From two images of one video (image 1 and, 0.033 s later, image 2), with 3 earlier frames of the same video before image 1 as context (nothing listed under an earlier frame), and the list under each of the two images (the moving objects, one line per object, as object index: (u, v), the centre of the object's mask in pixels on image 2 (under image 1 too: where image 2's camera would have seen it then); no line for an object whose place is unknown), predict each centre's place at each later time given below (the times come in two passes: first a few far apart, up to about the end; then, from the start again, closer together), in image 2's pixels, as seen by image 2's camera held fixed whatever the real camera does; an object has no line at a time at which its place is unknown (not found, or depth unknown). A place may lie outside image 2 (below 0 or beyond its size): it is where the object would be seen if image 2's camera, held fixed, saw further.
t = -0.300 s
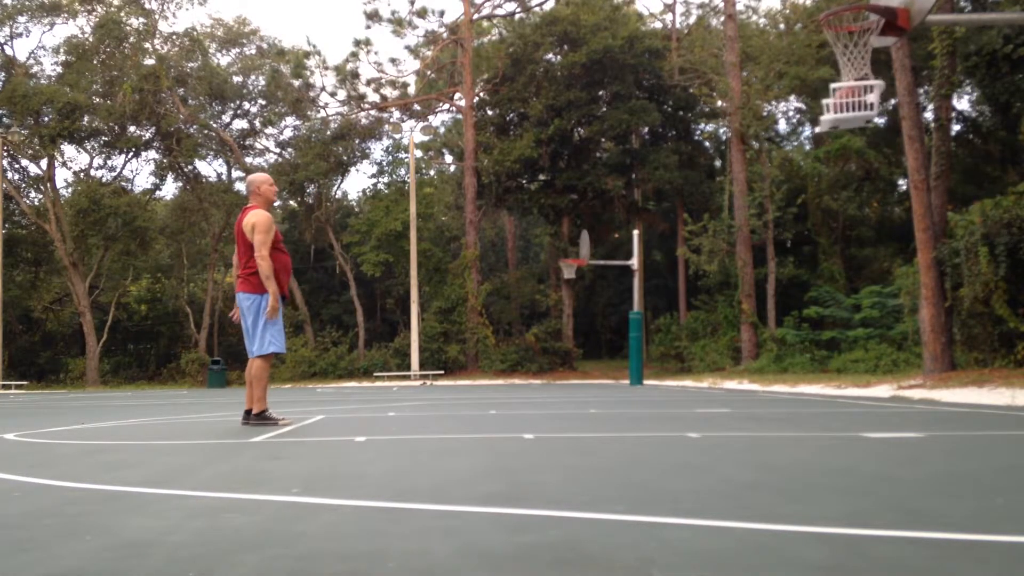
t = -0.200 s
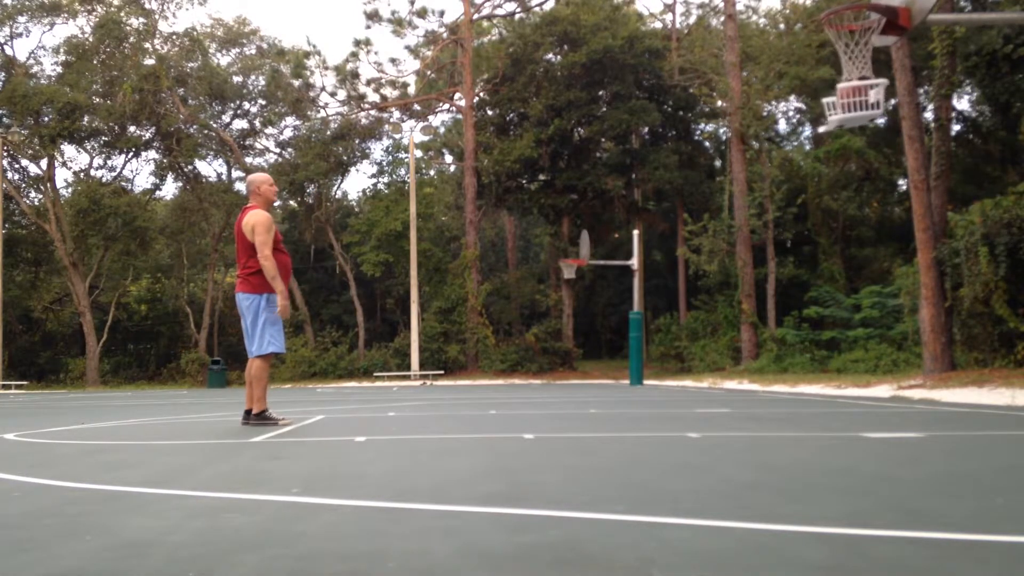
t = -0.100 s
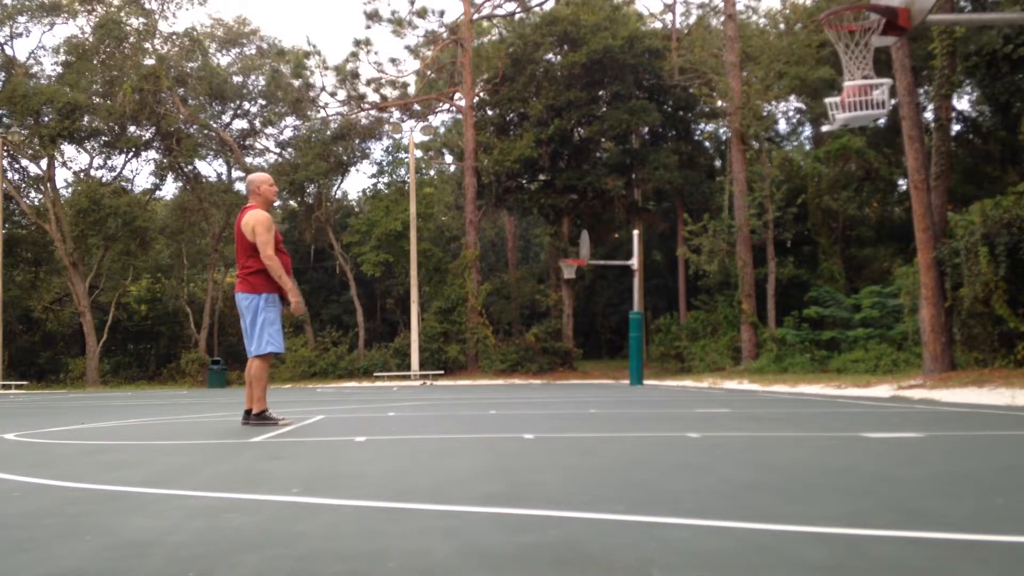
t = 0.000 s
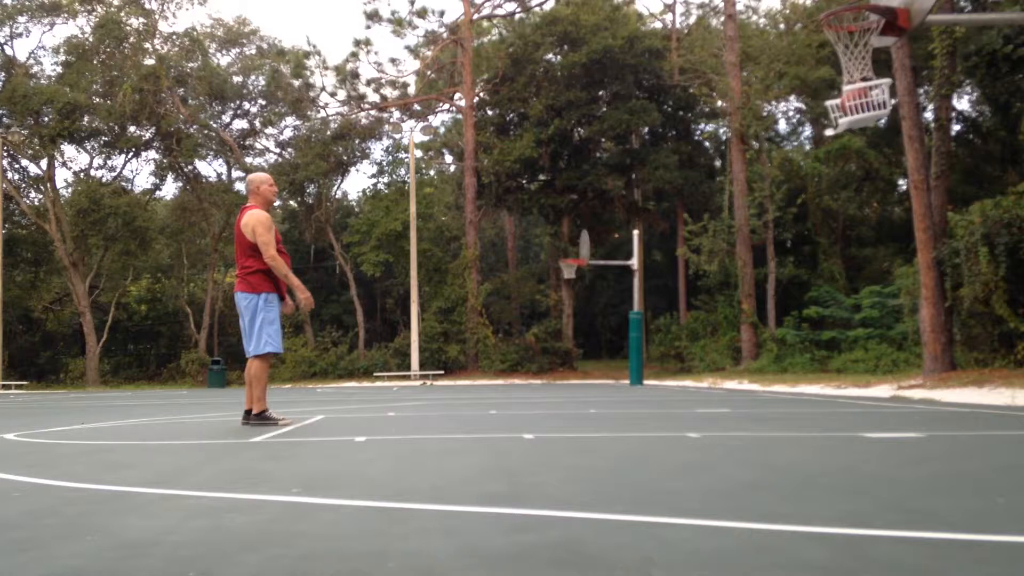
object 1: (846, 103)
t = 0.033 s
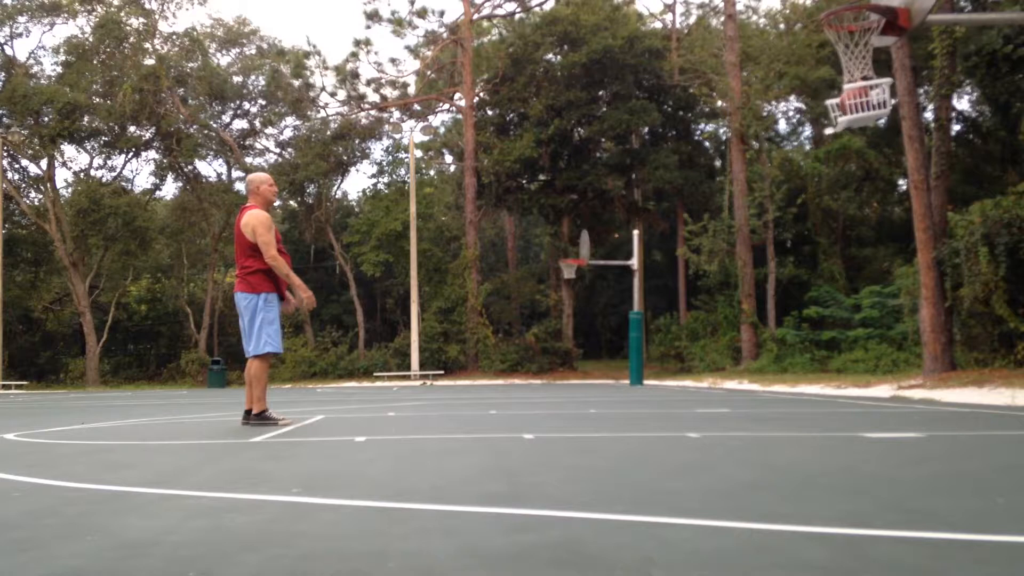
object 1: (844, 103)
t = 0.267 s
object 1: (832, 106)
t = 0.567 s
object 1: (815, 121)
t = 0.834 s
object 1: (787, 194)
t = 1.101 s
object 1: (764, 360)
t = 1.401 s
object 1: (722, 297)
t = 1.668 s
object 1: (687, 272)
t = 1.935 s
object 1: (653, 332)
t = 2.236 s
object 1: (616, 352)
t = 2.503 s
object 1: (585, 335)
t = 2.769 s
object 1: (552, 399)
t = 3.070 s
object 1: (518, 362)
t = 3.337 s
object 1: (488, 393)
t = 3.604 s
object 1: (459, 385)
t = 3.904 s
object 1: (427, 389)
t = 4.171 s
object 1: (397, 394)
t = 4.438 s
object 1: (369, 399)
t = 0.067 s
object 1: (842, 103)
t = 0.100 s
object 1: (841, 103)
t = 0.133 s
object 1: (840, 103)
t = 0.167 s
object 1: (838, 104)
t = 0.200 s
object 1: (837, 106)
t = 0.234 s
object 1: (834, 106)
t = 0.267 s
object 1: (832, 106)
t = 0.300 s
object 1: (831, 106)
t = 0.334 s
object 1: (830, 105)
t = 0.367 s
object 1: (828, 105)
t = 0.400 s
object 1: (827, 105)
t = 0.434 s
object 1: (826, 106)
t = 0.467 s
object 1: (823, 111)
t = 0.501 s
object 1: (820, 114)
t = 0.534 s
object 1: (817, 117)
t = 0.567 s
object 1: (815, 121)
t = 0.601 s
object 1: (812, 125)
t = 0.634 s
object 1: (809, 130)
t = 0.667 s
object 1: (805, 137)
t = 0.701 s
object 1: (801, 147)
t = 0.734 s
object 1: (798, 156)
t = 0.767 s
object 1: (794, 167)
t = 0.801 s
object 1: (791, 180)
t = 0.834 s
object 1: (787, 194)
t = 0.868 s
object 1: (784, 209)
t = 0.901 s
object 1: (782, 228)
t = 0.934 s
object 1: (778, 245)
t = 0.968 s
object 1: (774, 264)
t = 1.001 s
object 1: (772, 286)
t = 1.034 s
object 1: (769, 310)
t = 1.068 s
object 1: (766, 335)
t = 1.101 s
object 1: (764, 360)
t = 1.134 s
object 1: (762, 390)
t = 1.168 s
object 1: (757, 395)
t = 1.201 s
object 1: (752, 375)
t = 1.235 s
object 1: (747, 358)
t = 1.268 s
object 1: (742, 343)
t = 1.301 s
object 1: (737, 330)
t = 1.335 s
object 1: (732, 317)
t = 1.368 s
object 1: (727, 307)
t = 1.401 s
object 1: (722, 297)
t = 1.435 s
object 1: (718, 290)
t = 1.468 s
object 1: (714, 283)
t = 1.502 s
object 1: (709, 278)
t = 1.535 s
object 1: (704, 274)
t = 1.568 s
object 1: (700, 272)
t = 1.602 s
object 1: (696, 271)
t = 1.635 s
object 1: (691, 271)
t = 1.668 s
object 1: (687, 272)
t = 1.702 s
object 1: (682, 274)
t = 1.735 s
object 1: (678, 279)
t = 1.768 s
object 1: (674, 284)
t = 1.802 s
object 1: (669, 291)
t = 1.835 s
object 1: (664, 300)
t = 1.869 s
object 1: (661, 309)
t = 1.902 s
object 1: (657, 319)
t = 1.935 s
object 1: (653, 332)
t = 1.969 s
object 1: (649, 346)
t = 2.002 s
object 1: (645, 361)
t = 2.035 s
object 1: (641, 378)
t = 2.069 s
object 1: (637, 397)
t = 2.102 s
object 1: (632, 394)
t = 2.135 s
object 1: (629, 380)
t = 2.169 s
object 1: (625, 369)
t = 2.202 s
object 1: (620, 360)
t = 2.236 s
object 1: (616, 352)
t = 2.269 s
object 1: (612, 345)
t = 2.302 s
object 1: (608, 342)
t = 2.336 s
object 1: (604, 336)
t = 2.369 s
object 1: (600, 334)
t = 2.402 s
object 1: (596, 333)
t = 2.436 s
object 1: (592, 332)
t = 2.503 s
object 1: (585, 335)
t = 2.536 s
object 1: (580, 340)
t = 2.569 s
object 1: (577, 344)
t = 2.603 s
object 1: (572, 351)
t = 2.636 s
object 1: (568, 359)
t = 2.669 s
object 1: (564, 368)
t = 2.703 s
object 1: (561, 379)
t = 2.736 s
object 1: (557, 392)
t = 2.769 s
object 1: (552, 399)
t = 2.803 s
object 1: (549, 390)
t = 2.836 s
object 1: (545, 382)
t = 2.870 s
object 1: (541, 375)
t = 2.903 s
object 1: (538, 370)
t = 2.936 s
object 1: (534, 365)
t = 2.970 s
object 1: (530, 363)
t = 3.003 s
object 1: (527, 361)
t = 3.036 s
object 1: (522, 361)
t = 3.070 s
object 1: (518, 362)
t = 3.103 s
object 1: (515, 364)
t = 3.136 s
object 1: (511, 368)
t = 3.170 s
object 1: (507, 372)
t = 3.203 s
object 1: (504, 379)
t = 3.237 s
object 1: (500, 386)
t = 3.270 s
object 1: (496, 396)
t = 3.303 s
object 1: (492, 400)
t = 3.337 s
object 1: (488, 393)
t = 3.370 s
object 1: (484, 387)
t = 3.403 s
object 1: (481, 383)
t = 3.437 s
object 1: (477, 380)
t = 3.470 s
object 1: (474, 378)
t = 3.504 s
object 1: (470, 378)
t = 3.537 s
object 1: (467, 379)
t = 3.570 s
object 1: (463, 381)
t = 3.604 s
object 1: (459, 385)
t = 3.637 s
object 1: (456, 390)
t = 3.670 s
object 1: (452, 397)
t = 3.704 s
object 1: (448, 402)
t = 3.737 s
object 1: (445, 397)
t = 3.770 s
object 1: (441, 393)
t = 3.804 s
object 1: (437, 390)
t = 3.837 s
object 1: (434, 388)
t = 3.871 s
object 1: (430, 388)
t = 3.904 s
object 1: (427, 389)
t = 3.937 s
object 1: (423, 391)
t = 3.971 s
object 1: (419, 394)
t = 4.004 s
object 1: (416, 399)
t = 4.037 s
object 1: (412, 401)
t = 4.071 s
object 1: (408, 397)
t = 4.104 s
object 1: (405, 395)
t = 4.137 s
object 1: (401, 394)
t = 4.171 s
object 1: (397, 394)
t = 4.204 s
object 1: (394, 395)
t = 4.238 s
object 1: (391, 398)
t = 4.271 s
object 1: (387, 402)
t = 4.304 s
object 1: (383, 401)
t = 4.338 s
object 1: (380, 398)
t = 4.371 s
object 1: (376, 397)
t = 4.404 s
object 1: (373, 398)
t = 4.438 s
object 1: (369, 399)
